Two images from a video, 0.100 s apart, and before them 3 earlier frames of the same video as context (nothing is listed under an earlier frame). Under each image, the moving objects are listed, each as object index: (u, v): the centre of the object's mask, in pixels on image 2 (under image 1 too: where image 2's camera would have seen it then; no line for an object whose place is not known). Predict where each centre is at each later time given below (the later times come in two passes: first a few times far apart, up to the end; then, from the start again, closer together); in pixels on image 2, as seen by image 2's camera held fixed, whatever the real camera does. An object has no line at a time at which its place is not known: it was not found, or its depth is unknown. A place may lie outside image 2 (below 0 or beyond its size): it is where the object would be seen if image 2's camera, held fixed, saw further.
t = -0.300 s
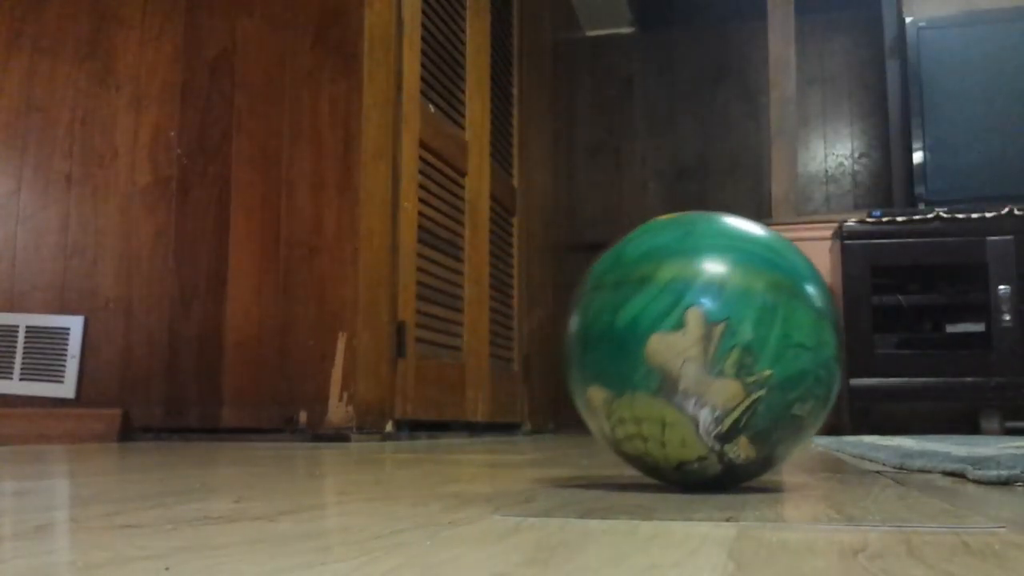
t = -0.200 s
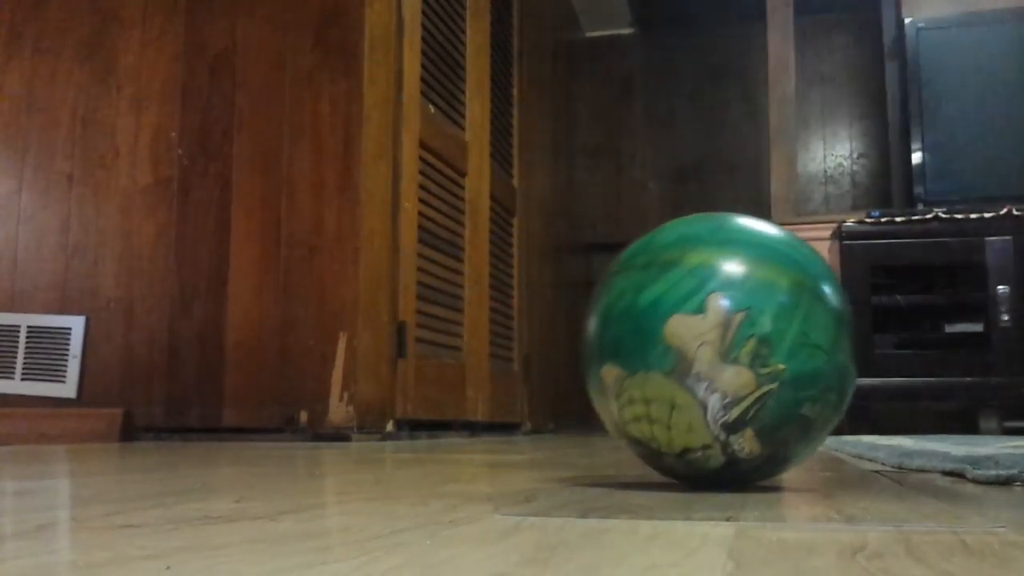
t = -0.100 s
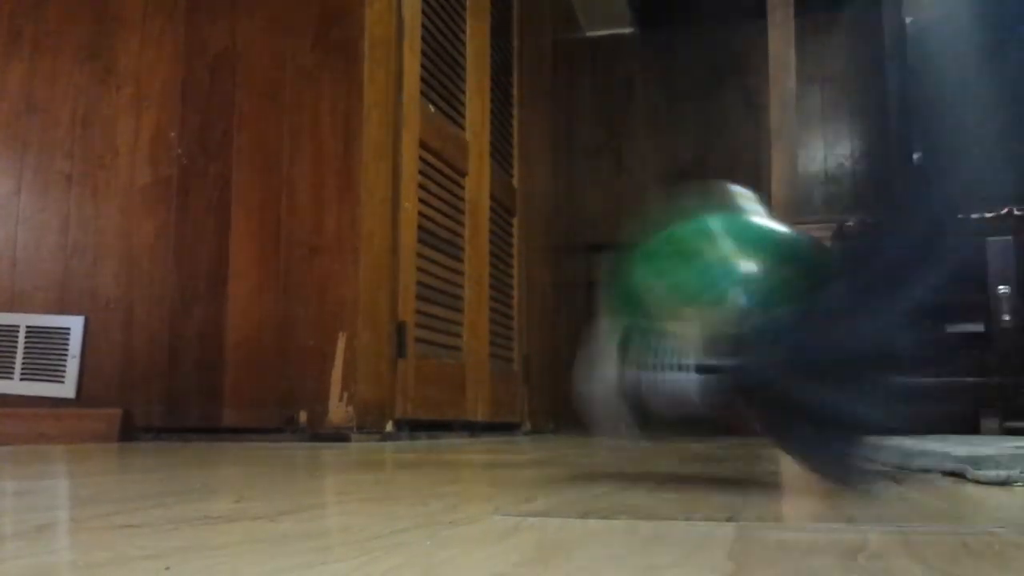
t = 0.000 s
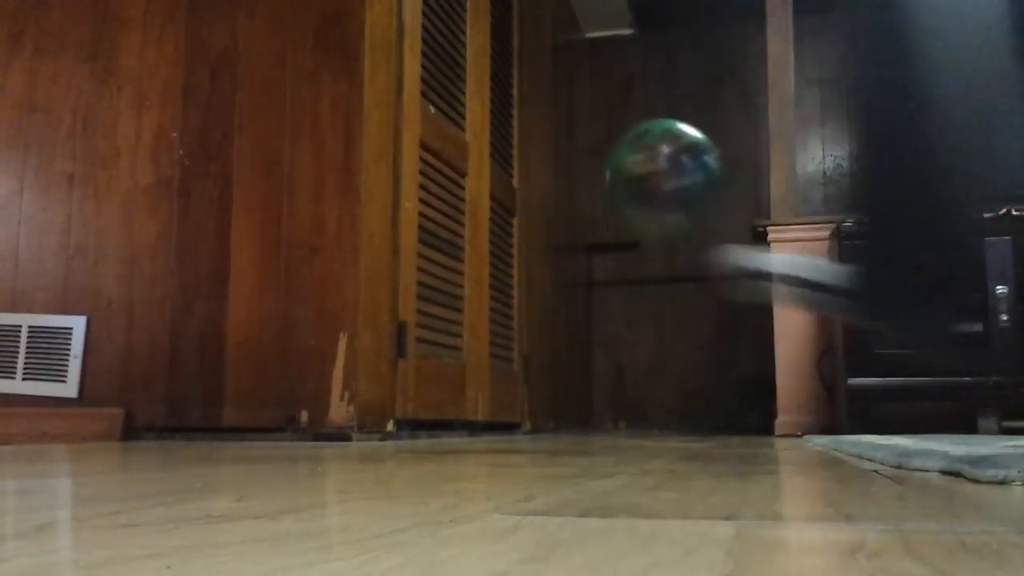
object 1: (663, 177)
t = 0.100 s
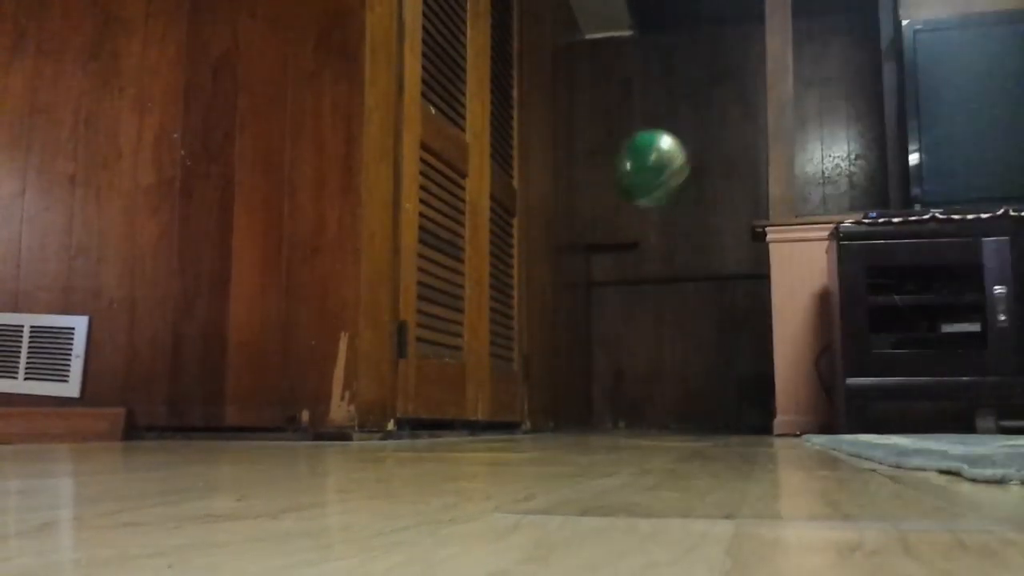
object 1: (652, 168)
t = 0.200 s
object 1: (651, 192)
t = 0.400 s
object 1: (655, 284)
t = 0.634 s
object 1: (626, 376)
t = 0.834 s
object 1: (592, 363)
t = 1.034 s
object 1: (550, 360)
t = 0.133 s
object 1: (650, 175)
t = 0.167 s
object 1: (651, 182)
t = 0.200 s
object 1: (651, 192)
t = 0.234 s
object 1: (651, 207)
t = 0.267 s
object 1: (650, 220)
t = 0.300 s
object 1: (654, 235)
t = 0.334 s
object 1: (653, 251)
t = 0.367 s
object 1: (654, 267)
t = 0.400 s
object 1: (655, 284)
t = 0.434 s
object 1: (655, 300)
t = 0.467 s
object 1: (655, 327)
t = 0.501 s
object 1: (651, 337)
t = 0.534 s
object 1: (646, 342)
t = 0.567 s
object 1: (639, 353)
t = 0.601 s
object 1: (632, 364)
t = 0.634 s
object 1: (626, 376)
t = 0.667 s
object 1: (620, 402)
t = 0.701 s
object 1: (612, 410)
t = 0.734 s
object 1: (608, 400)
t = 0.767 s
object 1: (602, 382)
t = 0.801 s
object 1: (596, 370)
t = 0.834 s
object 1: (592, 363)
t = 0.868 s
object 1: (582, 354)
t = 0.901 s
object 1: (577, 350)
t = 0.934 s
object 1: (572, 348)
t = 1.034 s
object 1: (550, 360)
